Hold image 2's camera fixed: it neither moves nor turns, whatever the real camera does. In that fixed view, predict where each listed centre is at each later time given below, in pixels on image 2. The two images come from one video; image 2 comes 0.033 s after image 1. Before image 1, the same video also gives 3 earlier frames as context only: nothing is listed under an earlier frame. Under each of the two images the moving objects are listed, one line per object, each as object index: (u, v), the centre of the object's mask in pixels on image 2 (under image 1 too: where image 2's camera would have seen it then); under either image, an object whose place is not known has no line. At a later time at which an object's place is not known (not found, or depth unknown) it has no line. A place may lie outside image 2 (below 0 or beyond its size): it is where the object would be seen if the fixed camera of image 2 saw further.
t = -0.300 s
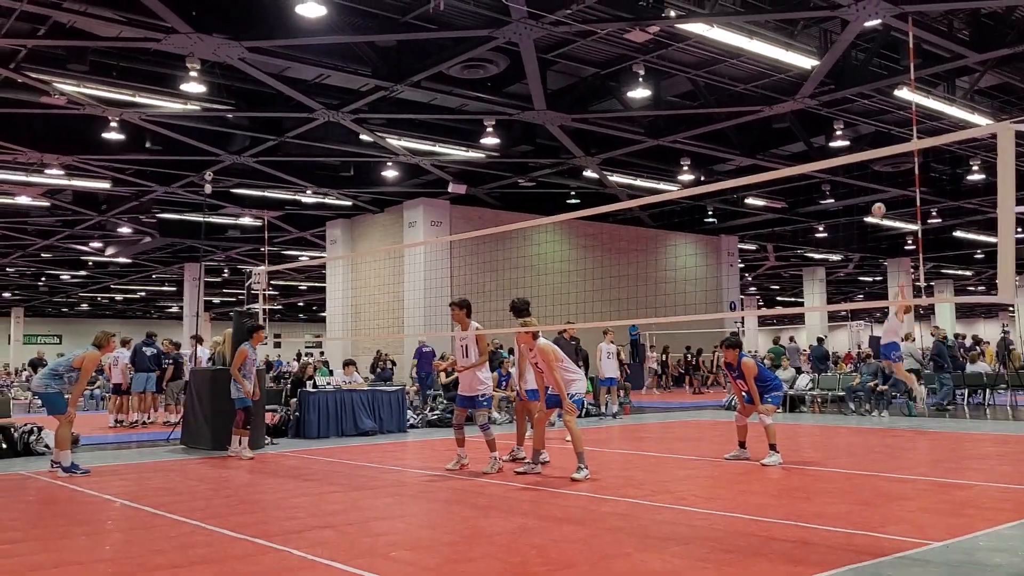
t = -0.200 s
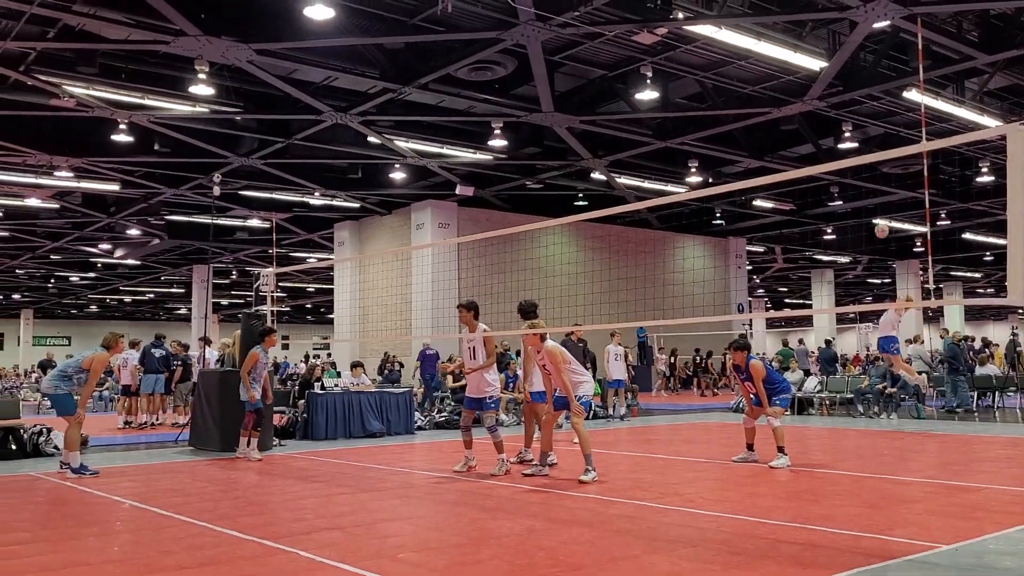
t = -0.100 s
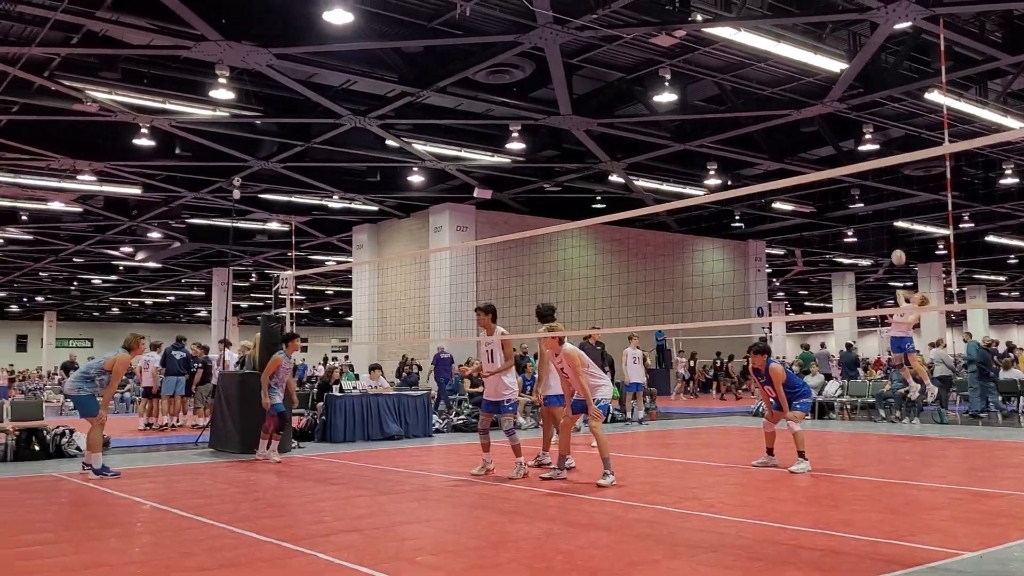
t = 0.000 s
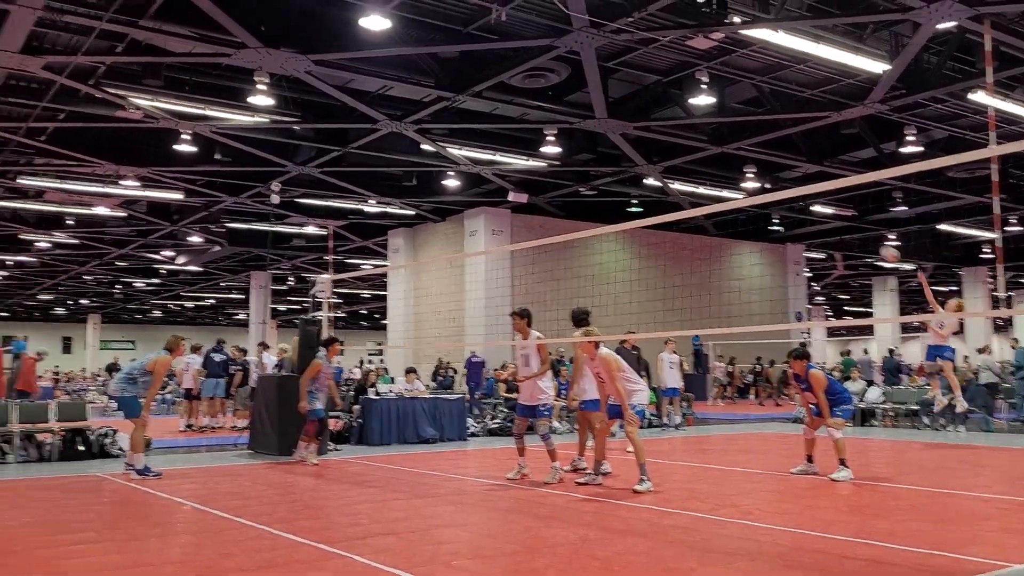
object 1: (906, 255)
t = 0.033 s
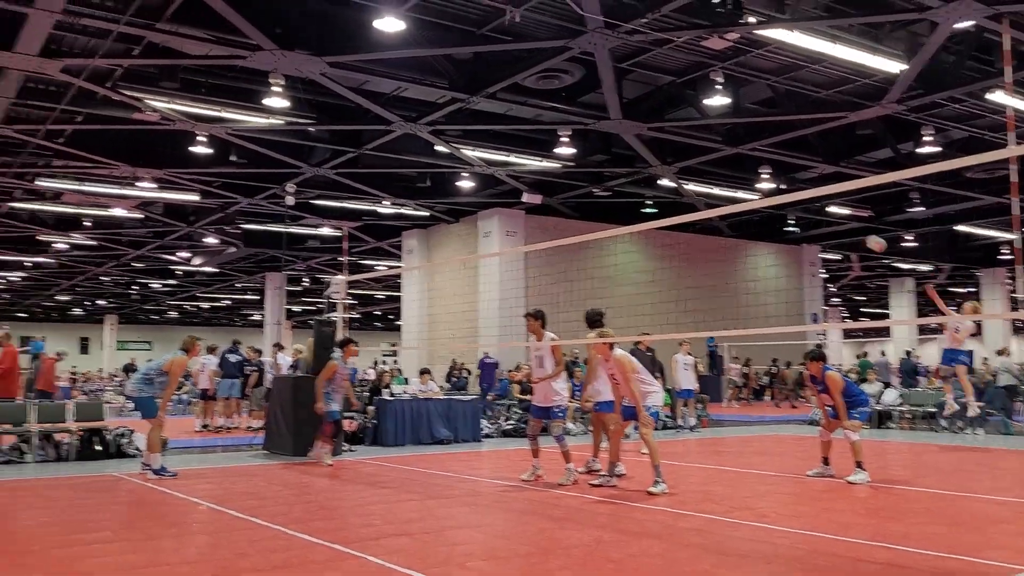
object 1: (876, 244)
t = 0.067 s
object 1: (846, 234)
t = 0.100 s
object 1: (815, 224)
